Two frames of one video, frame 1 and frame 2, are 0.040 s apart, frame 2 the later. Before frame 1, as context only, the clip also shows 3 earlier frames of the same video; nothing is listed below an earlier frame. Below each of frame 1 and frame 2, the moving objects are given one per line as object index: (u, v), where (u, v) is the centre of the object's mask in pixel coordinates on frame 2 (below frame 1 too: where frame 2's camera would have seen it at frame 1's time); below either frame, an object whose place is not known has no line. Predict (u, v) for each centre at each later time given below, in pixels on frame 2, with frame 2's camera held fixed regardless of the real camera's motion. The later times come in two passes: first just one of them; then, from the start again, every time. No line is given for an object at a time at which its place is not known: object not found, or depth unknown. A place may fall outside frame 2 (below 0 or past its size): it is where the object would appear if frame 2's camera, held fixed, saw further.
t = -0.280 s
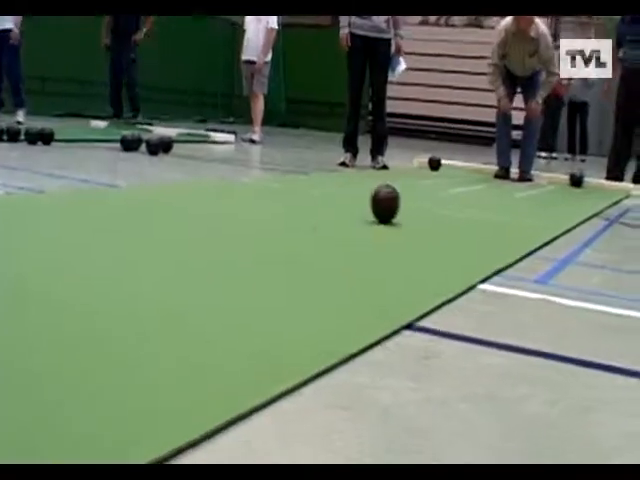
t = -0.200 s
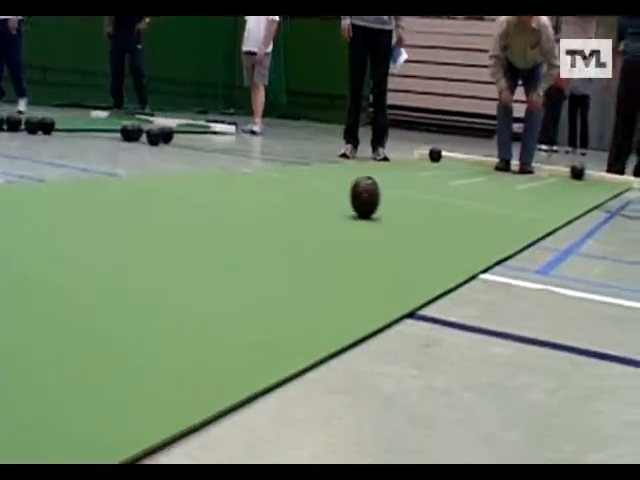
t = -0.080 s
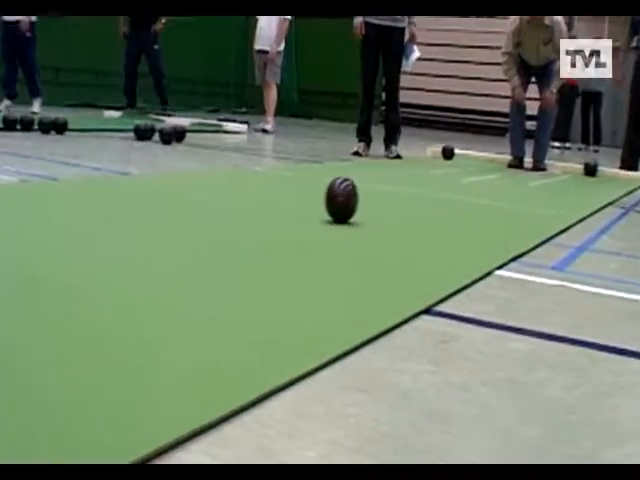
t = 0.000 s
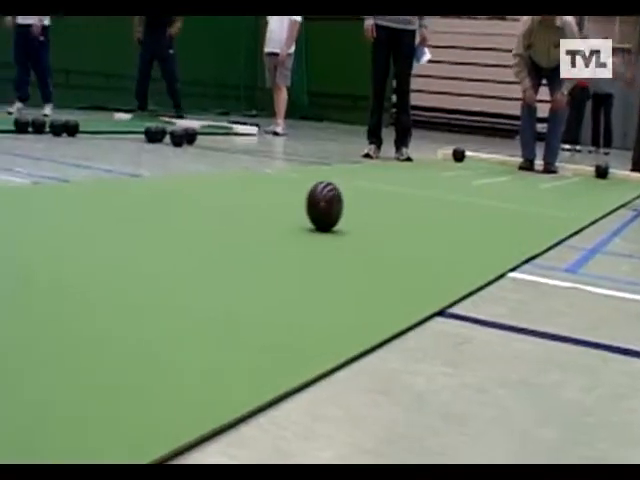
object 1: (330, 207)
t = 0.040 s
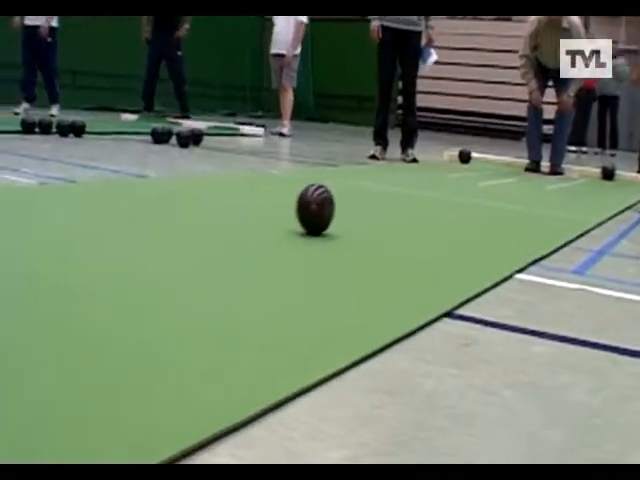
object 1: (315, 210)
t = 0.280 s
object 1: (196, 228)
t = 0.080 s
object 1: (298, 213)
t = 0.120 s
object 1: (280, 215)
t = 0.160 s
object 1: (261, 218)
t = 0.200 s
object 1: (241, 221)
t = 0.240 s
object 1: (219, 225)
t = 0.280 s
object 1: (196, 228)
